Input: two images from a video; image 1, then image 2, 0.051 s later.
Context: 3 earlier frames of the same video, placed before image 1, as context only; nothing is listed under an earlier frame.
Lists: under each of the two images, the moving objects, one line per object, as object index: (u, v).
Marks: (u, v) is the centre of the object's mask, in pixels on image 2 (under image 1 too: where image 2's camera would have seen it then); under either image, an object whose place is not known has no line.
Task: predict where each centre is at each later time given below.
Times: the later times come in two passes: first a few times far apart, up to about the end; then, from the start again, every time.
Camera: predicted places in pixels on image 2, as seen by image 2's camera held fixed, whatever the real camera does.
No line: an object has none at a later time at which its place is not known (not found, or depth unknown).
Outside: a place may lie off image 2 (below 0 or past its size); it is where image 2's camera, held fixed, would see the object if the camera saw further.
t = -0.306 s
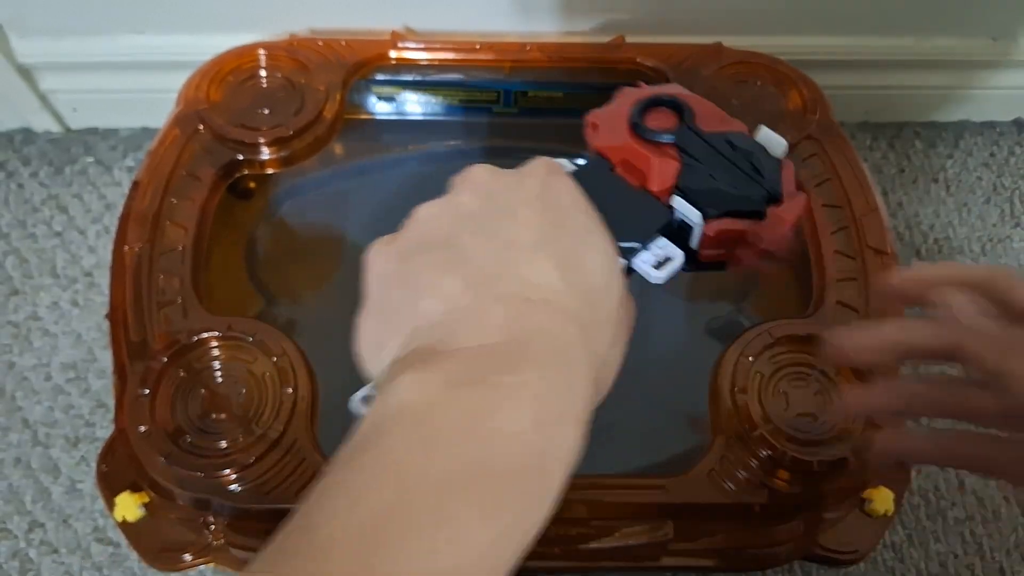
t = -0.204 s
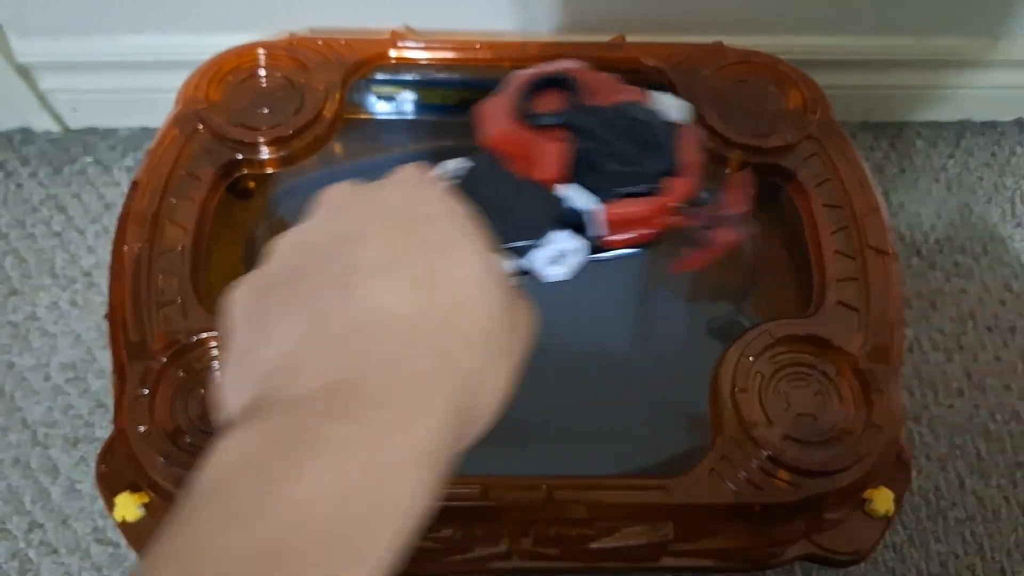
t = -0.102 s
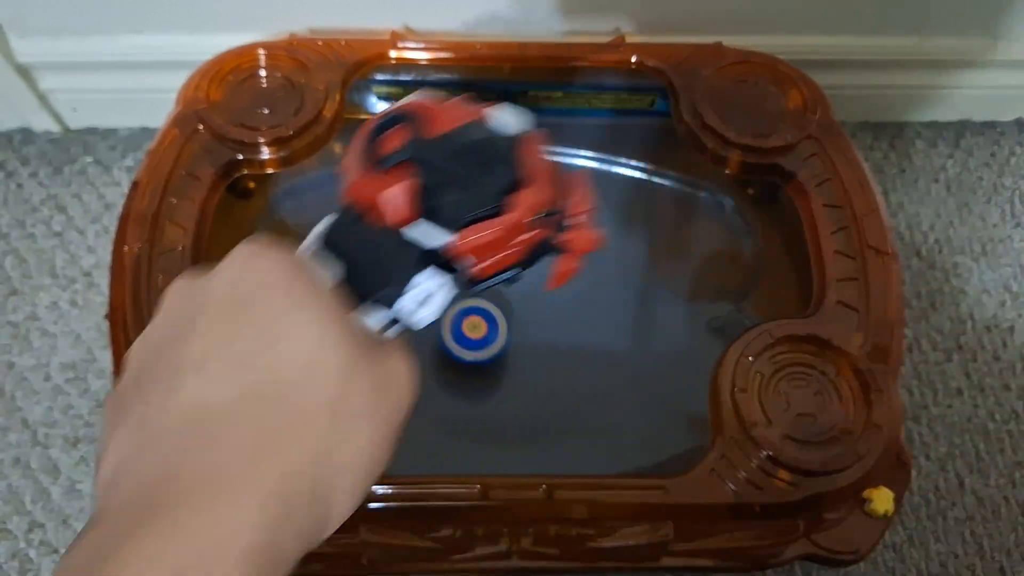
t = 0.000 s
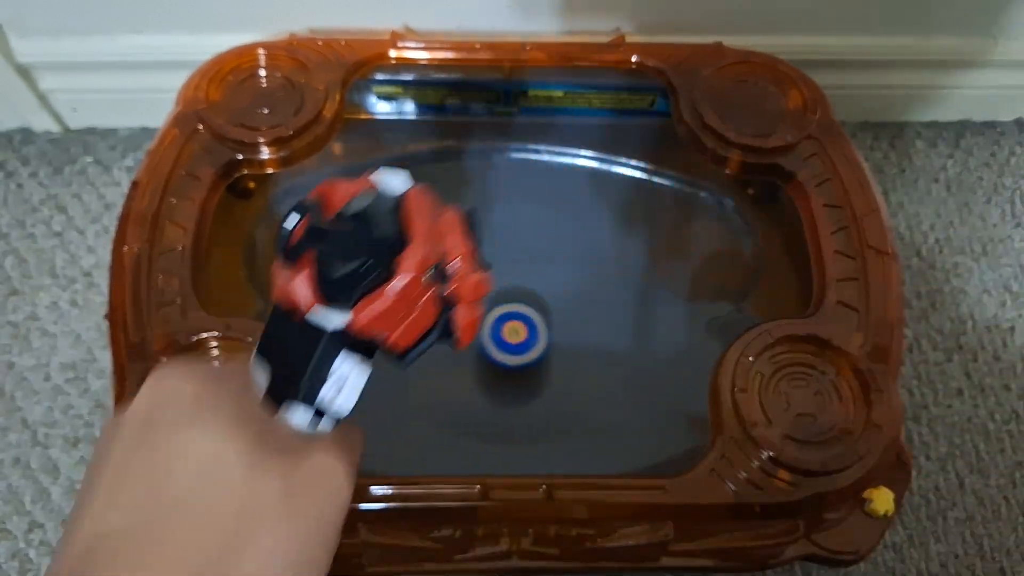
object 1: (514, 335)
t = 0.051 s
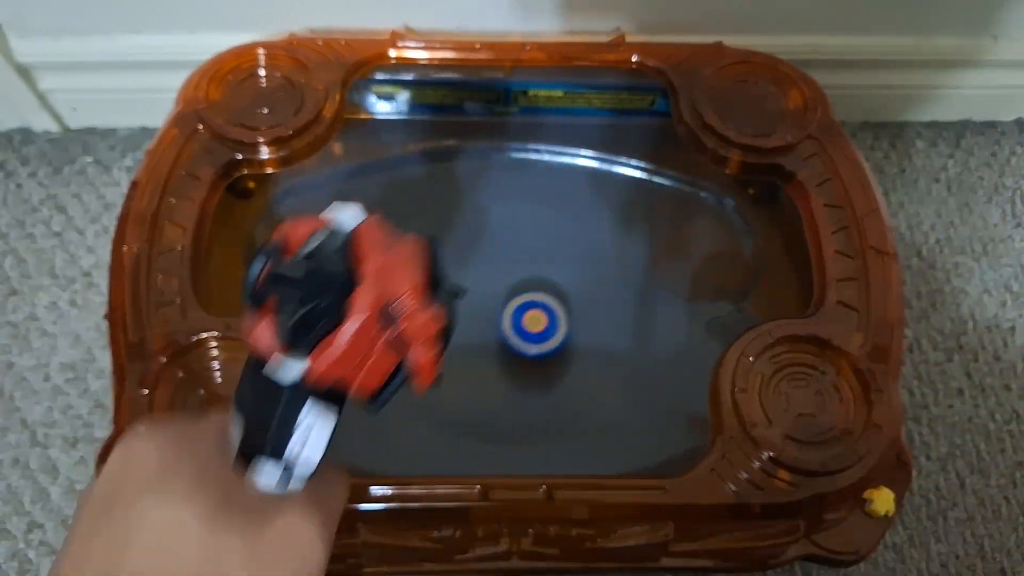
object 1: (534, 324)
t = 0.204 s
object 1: (544, 265)
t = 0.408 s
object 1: (440, 265)
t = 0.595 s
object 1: (427, 383)
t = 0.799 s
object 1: (590, 381)
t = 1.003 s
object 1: (653, 254)
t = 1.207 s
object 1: (558, 203)
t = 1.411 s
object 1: (404, 287)
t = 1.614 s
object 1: (454, 416)
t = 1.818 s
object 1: (627, 382)
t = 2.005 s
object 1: (680, 293)
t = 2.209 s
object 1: (592, 217)
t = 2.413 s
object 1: (431, 257)
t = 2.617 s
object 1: (410, 389)
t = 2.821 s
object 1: (572, 386)
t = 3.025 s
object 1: (594, 255)
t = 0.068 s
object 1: (539, 319)
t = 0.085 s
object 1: (544, 313)
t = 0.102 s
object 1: (547, 306)
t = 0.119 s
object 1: (549, 300)
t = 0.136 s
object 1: (550, 293)
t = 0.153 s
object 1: (550, 286)
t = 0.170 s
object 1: (549, 278)
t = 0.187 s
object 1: (547, 272)
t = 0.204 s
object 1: (544, 265)
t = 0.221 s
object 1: (539, 260)
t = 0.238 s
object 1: (534, 255)
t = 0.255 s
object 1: (527, 251)
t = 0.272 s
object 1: (520, 249)
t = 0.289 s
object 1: (512, 246)
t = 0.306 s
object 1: (503, 246)
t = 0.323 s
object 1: (493, 246)
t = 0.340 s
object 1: (483, 247)
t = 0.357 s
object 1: (472, 250)
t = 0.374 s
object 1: (461, 253)
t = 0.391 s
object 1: (450, 258)
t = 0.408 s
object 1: (440, 265)
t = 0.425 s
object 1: (429, 273)
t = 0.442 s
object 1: (420, 283)
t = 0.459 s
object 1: (413, 294)
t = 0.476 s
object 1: (408, 305)
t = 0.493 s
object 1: (405, 316)
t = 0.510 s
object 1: (404, 328)
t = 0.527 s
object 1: (405, 340)
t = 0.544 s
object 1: (407, 352)
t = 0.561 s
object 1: (412, 364)
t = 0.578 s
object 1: (419, 374)
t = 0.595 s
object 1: (427, 383)
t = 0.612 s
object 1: (438, 391)
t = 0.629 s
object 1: (449, 397)
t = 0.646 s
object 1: (462, 402)
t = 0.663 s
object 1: (475, 405)
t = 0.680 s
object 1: (490, 407)
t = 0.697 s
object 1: (505, 407)
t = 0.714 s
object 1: (520, 406)
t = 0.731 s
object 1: (534, 404)
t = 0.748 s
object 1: (549, 400)
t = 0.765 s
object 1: (563, 395)
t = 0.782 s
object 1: (577, 389)
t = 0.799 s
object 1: (590, 381)
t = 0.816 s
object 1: (603, 373)
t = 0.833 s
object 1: (615, 364)
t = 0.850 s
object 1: (625, 354)
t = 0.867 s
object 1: (634, 343)
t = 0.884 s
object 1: (641, 331)
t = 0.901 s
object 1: (646, 320)
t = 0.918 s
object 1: (650, 308)
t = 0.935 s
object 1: (653, 297)
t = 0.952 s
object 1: (654, 287)
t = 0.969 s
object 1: (655, 276)
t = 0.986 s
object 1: (655, 265)
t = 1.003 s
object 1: (653, 254)
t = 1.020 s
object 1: (651, 243)
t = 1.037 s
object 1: (647, 234)
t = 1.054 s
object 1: (642, 226)
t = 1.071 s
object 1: (637, 219)
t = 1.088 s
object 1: (630, 214)
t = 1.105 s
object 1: (623, 208)
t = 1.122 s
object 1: (614, 205)
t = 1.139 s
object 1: (605, 203)
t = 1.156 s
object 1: (595, 202)
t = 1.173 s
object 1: (583, 202)
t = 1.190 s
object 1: (571, 201)
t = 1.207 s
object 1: (558, 203)
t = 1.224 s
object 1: (544, 205)
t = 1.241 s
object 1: (530, 207)
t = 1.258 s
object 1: (517, 211)
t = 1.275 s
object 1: (501, 216)
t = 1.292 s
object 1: (488, 220)
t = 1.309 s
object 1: (474, 227)
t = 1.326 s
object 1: (460, 234)
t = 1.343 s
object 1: (446, 242)
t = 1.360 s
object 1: (434, 252)
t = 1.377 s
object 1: (422, 262)
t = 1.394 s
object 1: (412, 274)
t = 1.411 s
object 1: (404, 287)
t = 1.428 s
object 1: (398, 300)
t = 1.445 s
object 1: (394, 313)
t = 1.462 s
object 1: (391, 326)
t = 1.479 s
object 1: (390, 340)
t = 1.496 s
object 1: (391, 353)
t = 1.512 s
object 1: (395, 366)
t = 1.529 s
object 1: (400, 377)
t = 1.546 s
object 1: (408, 388)
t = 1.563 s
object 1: (417, 397)
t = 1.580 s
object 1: (428, 405)
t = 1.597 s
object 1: (440, 411)
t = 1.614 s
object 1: (454, 416)
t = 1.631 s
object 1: (468, 420)
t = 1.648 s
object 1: (483, 422)
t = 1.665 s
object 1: (499, 423)
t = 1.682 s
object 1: (514, 423)
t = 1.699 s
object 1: (528, 422)
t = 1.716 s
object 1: (543, 419)
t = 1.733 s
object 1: (558, 415)
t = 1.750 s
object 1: (573, 410)
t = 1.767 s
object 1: (587, 404)
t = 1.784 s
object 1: (600, 397)
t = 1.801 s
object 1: (614, 389)
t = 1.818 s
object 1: (627, 382)
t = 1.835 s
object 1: (639, 375)
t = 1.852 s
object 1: (650, 368)
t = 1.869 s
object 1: (660, 360)
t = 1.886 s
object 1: (669, 352)
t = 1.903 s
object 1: (676, 343)
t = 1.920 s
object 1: (681, 335)
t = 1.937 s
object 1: (684, 326)
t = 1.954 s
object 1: (685, 318)
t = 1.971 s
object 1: (685, 310)
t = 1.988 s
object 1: (683, 301)
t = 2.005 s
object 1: (680, 293)
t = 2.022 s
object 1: (676, 283)
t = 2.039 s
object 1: (671, 274)
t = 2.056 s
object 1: (667, 264)
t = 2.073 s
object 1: (662, 255)
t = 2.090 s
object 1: (656, 246)
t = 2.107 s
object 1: (649, 238)
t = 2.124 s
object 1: (642, 232)
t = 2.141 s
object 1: (634, 227)
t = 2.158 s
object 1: (625, 223)
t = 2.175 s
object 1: (615, 220)
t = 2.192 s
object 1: (604, 218)
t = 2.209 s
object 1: (592, 217)
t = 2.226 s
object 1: (580, 216)
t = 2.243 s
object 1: (567, 216)
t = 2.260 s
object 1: (553, 217)
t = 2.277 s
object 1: (539, 218)
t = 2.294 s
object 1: (525, 221)
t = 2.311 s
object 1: (511, 223)
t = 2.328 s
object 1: (497, 227)
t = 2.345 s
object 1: (484, 231)
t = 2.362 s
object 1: (470, 236)
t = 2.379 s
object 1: (456, 242)
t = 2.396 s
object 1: (443, 250)
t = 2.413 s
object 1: (431, 257)
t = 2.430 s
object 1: (420, 266)
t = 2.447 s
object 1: (410, 276)
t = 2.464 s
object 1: (402, 287)
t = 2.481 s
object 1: (397, 299)
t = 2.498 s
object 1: (392, 311)
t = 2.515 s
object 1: (389, 323)
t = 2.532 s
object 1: (388, 335)
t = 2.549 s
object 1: (388, 348)
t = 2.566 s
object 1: (391, 360)
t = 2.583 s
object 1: (396, 371)
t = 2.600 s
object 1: (402, 380)
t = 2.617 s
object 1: (410, 389)
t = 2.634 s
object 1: (420, 396)
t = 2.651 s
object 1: (432, 402)
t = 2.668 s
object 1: (444, 407)
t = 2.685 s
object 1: (459, 410)
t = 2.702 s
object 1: (473, 412)
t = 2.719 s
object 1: (489, 413)
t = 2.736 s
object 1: (504, 412)
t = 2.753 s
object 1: (519, 410)
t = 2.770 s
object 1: (533, 406)
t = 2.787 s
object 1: (548, 400)
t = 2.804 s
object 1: (560, 394)
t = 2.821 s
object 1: (572, 386)
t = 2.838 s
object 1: (583, 378)
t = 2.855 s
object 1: (592, 368)
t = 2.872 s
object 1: (600, 357)
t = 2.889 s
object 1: (606, 346)
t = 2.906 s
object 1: (611, 335)
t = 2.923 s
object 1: (613, 323)
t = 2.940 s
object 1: (614, 312)
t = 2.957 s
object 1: (613, 299)
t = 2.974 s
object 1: (610, 287)
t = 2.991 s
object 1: (606, 276)
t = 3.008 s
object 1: (601, 265)
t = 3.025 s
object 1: (594, 255)
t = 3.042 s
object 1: (585, 247)
